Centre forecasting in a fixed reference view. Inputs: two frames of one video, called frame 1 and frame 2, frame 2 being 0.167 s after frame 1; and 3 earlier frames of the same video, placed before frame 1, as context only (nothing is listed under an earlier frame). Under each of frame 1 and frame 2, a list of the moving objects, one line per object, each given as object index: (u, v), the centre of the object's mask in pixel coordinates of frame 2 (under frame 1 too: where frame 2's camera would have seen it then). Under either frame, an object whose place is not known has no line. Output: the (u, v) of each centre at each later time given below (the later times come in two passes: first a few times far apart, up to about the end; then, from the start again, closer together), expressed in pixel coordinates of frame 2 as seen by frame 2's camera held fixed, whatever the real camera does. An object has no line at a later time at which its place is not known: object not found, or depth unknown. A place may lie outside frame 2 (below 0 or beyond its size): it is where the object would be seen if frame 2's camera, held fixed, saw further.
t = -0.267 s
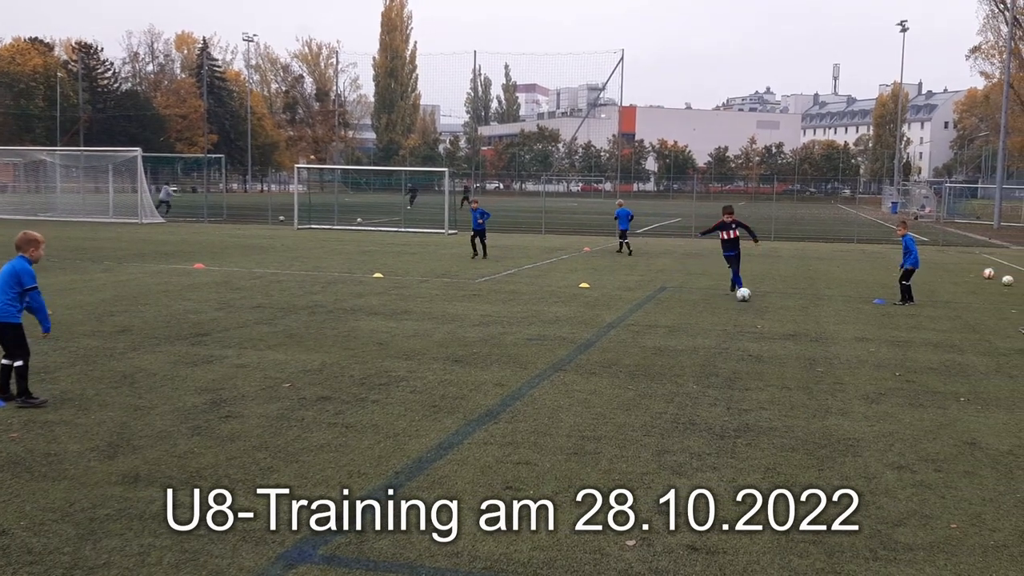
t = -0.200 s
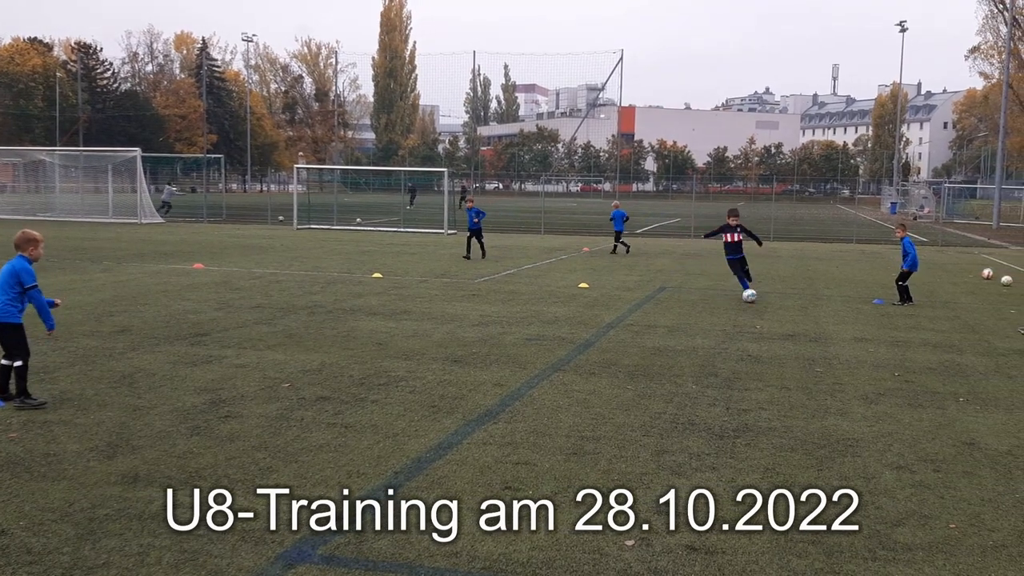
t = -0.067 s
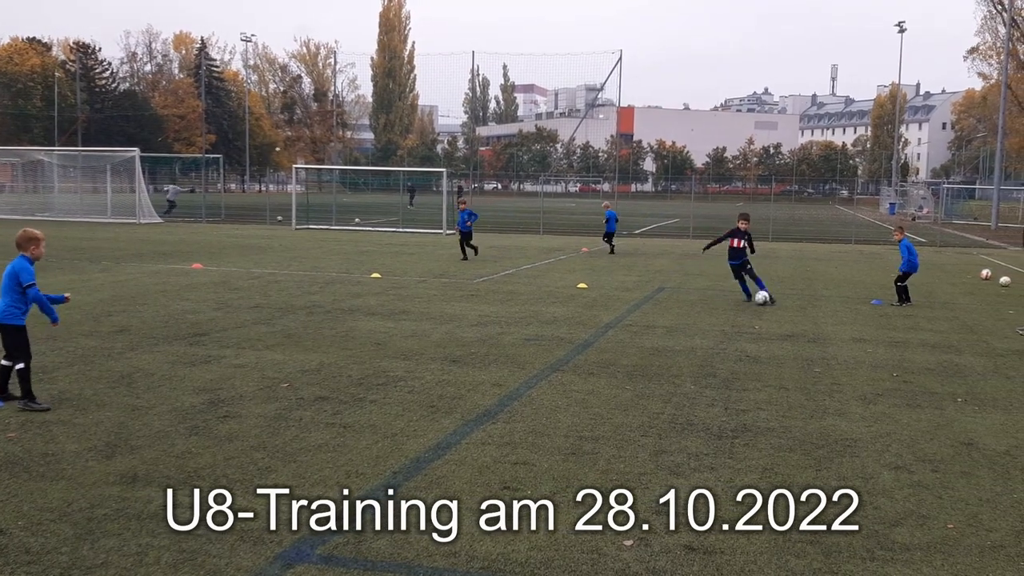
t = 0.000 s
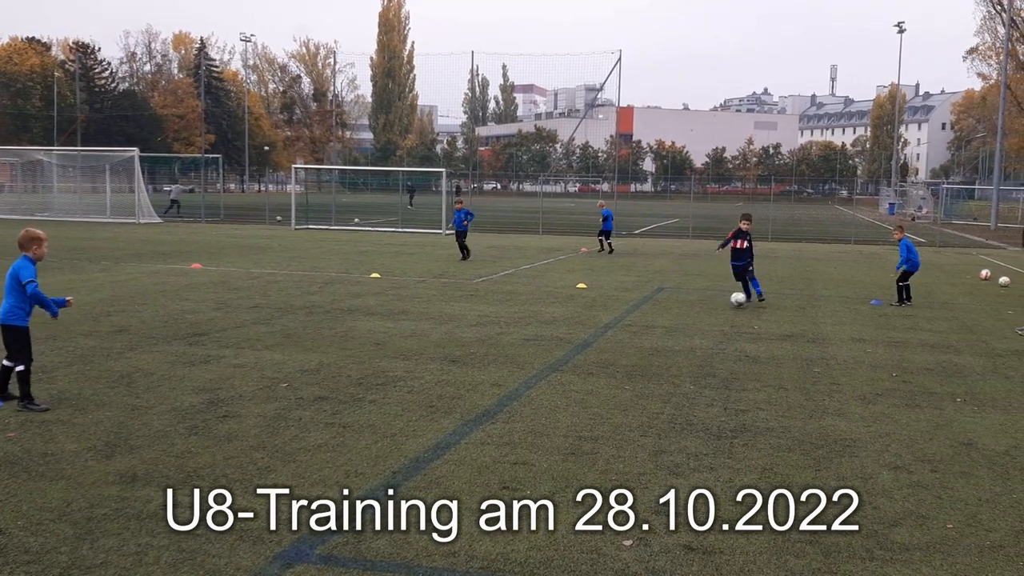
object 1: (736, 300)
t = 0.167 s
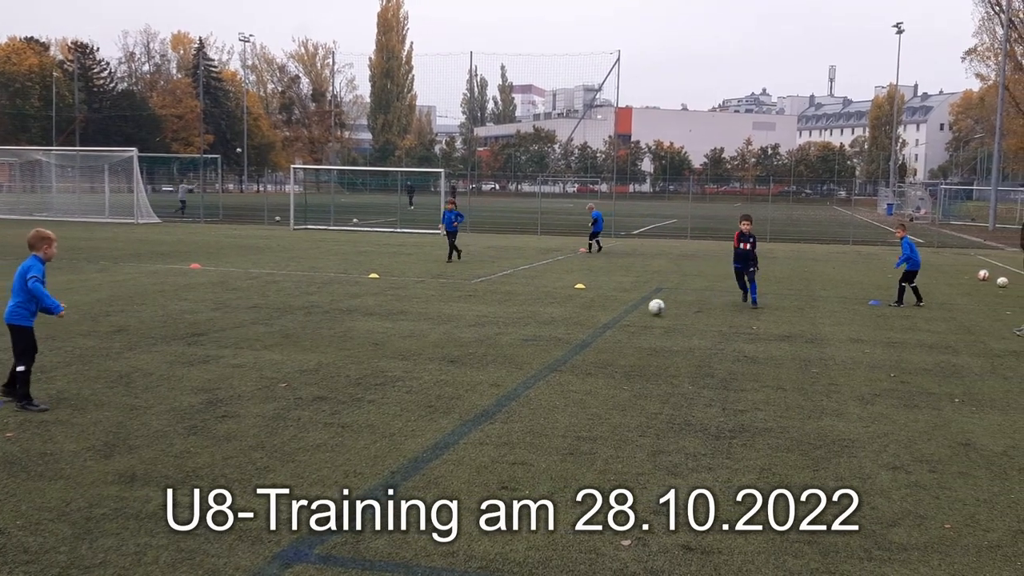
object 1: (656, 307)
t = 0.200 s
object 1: (640, 309)
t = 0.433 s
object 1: (522, 320)
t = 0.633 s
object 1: (420, 330)
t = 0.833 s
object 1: (320, 339)
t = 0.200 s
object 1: (640, 309)
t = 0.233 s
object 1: (623, 311)
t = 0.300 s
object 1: (589, 313)
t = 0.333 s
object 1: (572, 316)
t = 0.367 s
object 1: (556, 316)
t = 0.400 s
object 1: (539, 317)
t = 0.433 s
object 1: (522, 320)
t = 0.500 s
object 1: (488, 322)
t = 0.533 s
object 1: (471, 324)
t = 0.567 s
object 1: (454, 327)
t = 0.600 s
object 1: (436, 330)
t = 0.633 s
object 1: (420, 330)
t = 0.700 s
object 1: (387, 333)
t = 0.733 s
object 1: (370, 335)
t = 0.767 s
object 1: (354, 336)
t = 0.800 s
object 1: (337, 338)
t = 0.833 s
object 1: (320, 339)
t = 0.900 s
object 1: (284, 342)
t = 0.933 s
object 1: (266, 343)
